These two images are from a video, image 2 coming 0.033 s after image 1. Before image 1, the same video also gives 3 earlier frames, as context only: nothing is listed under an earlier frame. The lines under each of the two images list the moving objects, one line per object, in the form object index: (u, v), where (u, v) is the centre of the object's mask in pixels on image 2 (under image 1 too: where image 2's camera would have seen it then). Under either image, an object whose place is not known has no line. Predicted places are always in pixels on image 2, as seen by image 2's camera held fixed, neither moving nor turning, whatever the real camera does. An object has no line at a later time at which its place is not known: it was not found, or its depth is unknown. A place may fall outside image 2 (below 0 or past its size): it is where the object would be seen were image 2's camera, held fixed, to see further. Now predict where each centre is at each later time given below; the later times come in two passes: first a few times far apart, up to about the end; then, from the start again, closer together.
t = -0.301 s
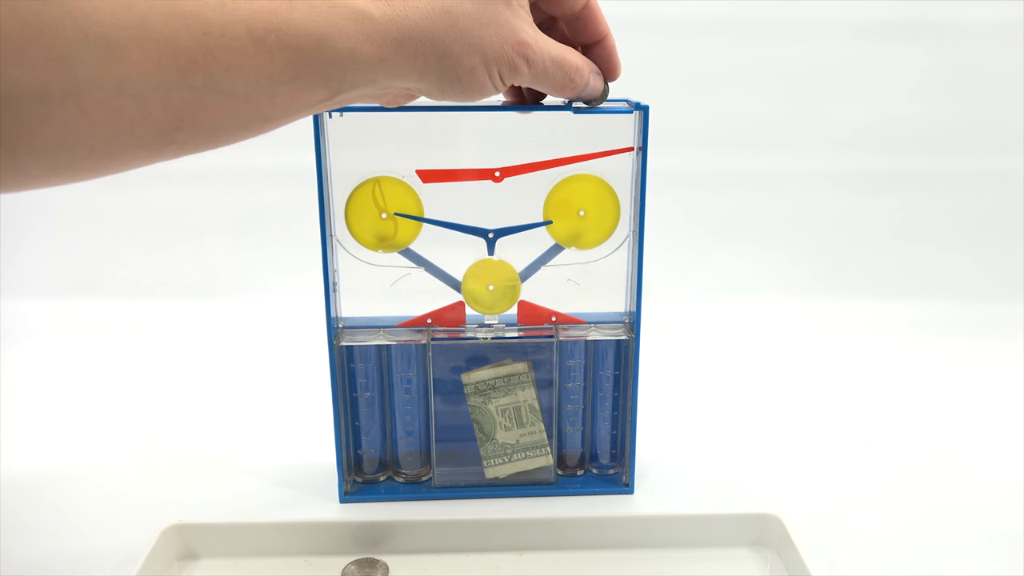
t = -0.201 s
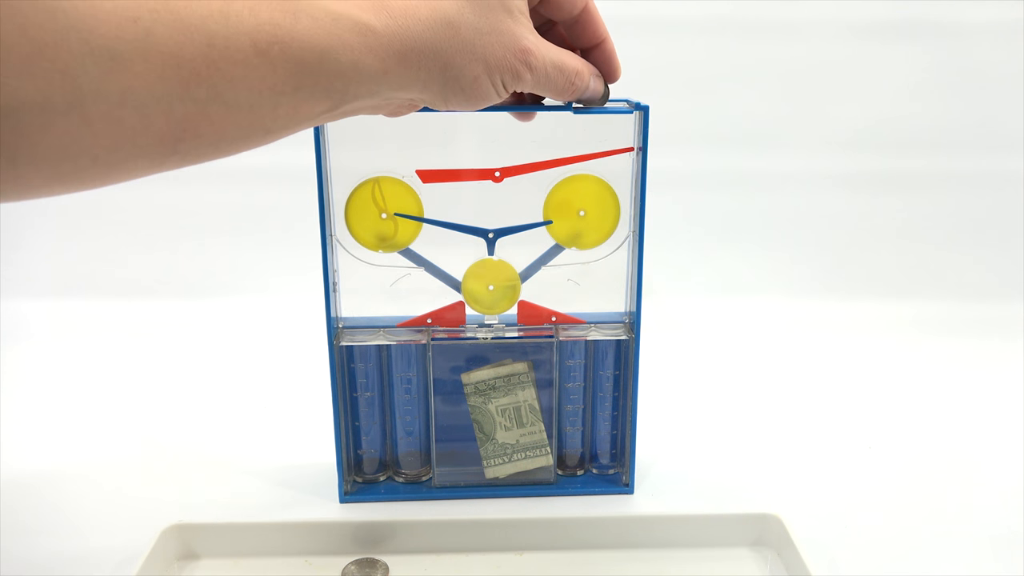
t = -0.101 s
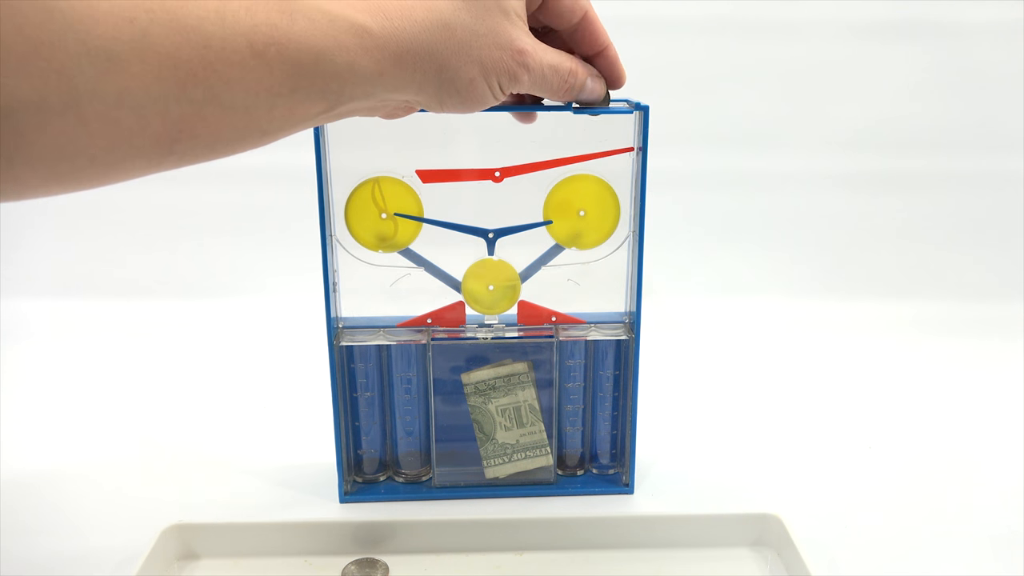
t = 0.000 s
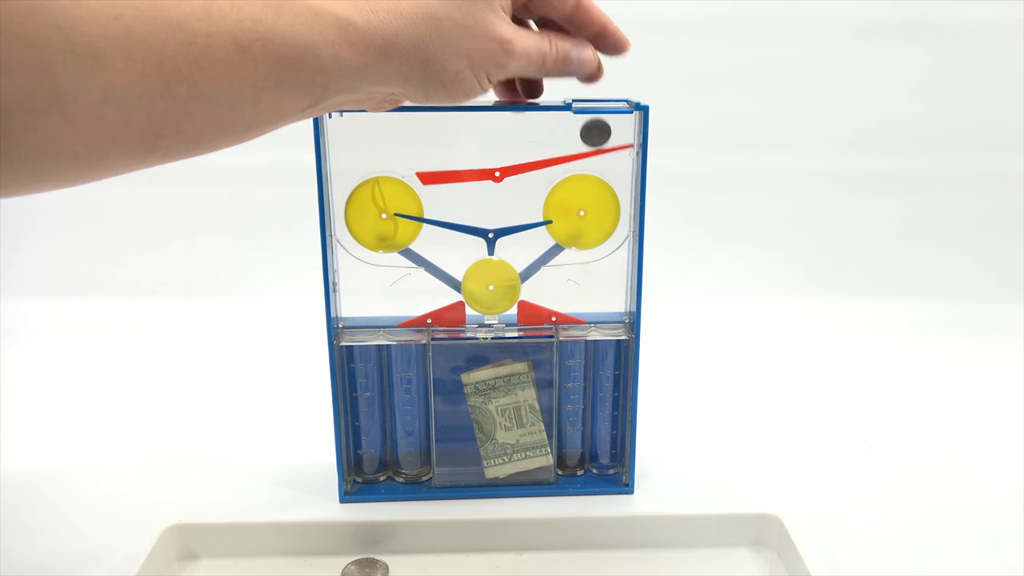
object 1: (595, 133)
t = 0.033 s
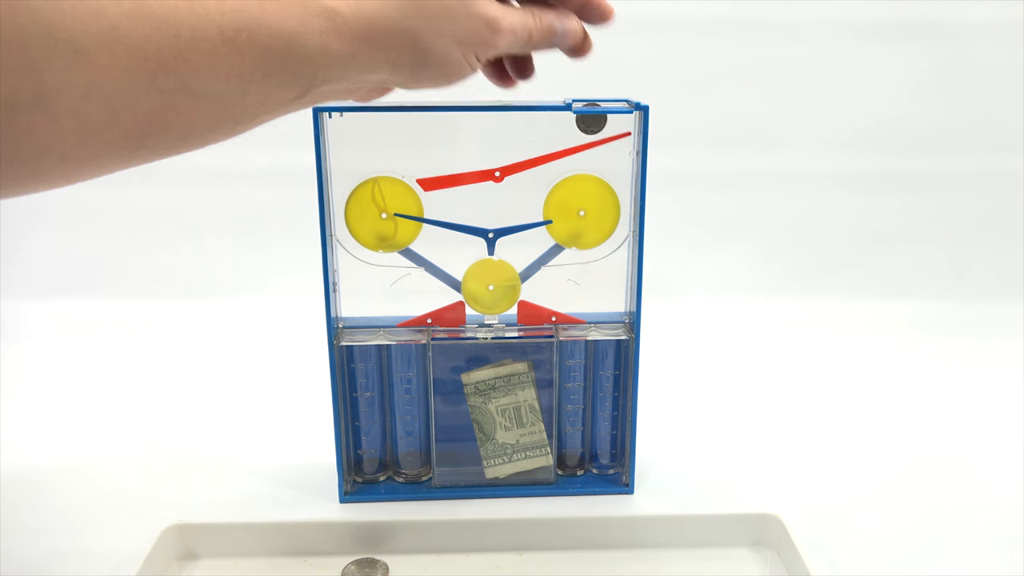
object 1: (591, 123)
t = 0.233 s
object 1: (560, 139)
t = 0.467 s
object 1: (435, 160)
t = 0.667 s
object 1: (372, 165)
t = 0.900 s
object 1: (391, 193)
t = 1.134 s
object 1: (392, 194)
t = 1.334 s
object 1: (393, 194)
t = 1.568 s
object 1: (393, 194)
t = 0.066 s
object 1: (592, 127)
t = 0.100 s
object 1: (590, 129)
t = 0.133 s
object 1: (585, 127)
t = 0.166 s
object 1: (580, 138)
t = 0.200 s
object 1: (570, 130)
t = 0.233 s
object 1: (560, 139)
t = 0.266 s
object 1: (548, 137)
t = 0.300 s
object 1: (534, 143)
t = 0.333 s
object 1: (517, 145)
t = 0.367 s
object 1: (498, 151)
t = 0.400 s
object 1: (478, 152)
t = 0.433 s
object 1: (457, 157)
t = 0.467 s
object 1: (435, 160)
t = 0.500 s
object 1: (417, 156)
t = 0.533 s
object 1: (408, 152)
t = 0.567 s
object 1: (398, 156)
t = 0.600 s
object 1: (384, 160)
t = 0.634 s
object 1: (376, 163)
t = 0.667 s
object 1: (372, 165)
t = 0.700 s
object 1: (371, 173)
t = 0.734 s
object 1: (378, 187)
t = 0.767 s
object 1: (393, 190)
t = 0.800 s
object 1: (394, 191)
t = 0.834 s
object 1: (393, 191)
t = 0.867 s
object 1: (390, 193)
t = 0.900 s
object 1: (391, 193)
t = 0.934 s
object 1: (392, 194)
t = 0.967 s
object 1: (392, 194)
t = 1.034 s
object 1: (392, 194)
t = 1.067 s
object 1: (392, 194)
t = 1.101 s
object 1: (393, 194)
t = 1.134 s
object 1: (392, 194)
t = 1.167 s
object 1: (393, 194)
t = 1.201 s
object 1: (393, 194)
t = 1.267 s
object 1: (393, 194)
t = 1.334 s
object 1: (393, 194)
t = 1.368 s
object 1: (393, 194)
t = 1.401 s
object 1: (393, 194)
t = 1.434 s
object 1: (392, 194)
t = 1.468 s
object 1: (393, 194)
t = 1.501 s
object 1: (393, 194)
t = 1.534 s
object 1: (392, 194)
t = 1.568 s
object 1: (393, 194)
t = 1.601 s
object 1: (393, 194)
